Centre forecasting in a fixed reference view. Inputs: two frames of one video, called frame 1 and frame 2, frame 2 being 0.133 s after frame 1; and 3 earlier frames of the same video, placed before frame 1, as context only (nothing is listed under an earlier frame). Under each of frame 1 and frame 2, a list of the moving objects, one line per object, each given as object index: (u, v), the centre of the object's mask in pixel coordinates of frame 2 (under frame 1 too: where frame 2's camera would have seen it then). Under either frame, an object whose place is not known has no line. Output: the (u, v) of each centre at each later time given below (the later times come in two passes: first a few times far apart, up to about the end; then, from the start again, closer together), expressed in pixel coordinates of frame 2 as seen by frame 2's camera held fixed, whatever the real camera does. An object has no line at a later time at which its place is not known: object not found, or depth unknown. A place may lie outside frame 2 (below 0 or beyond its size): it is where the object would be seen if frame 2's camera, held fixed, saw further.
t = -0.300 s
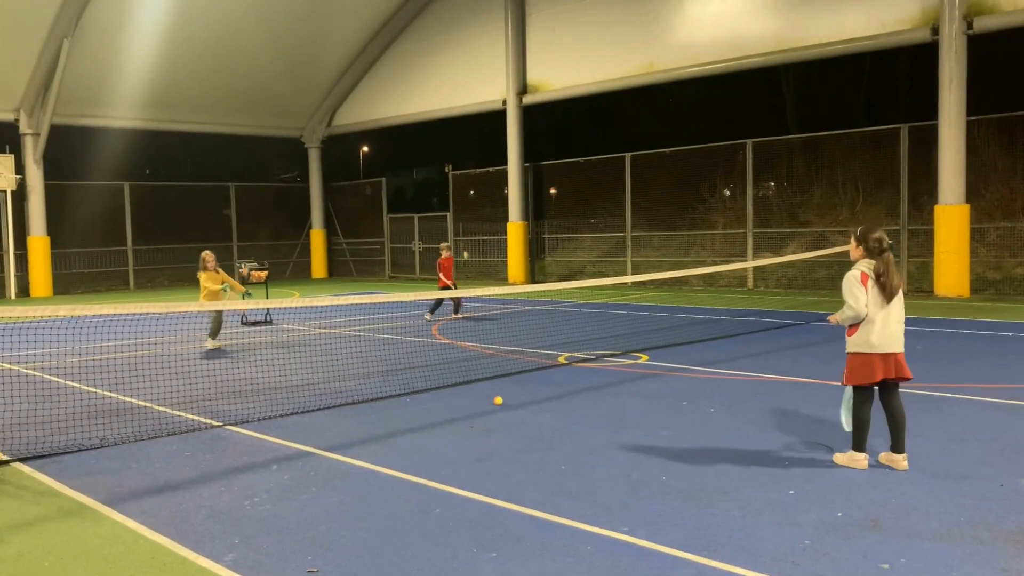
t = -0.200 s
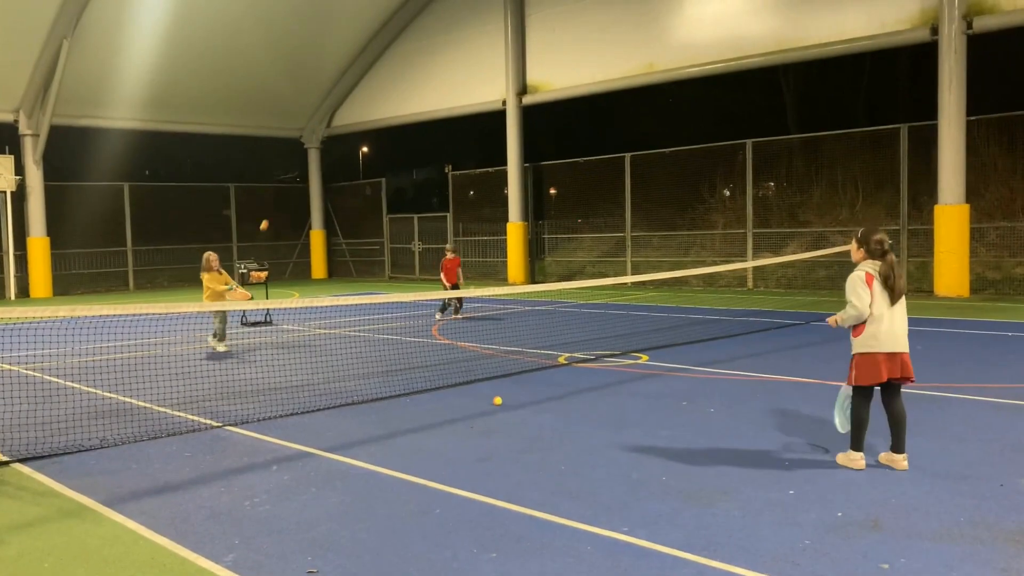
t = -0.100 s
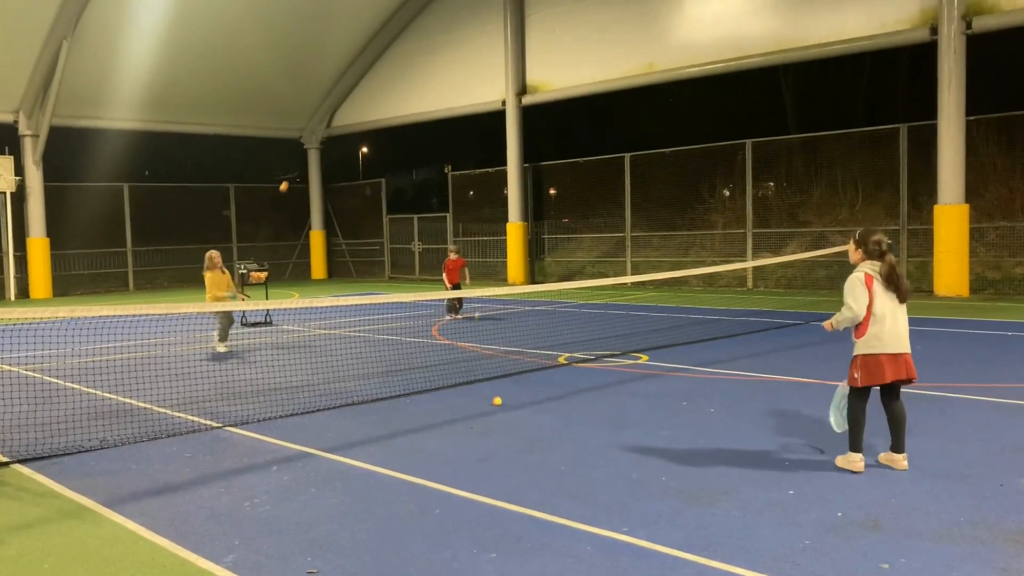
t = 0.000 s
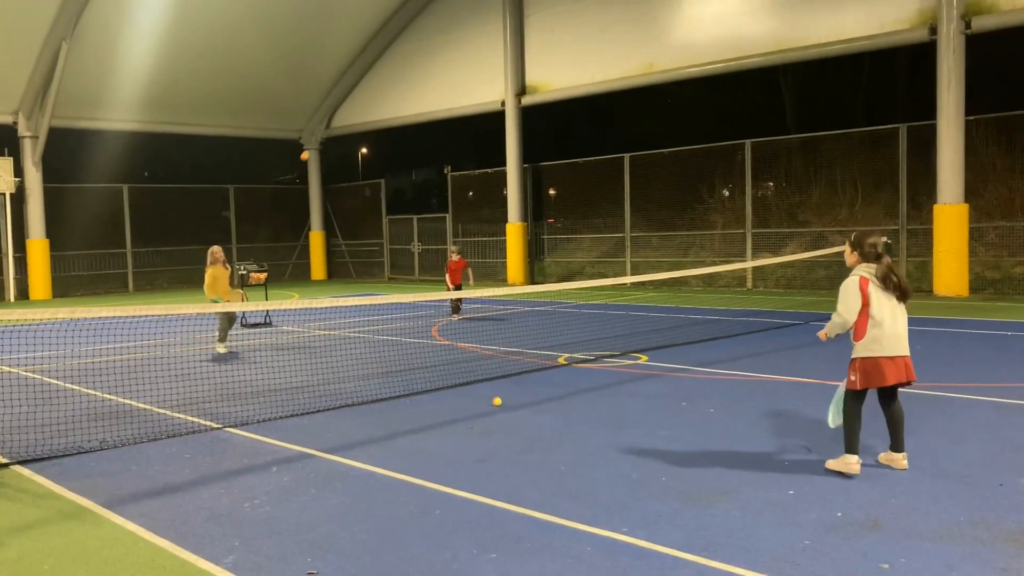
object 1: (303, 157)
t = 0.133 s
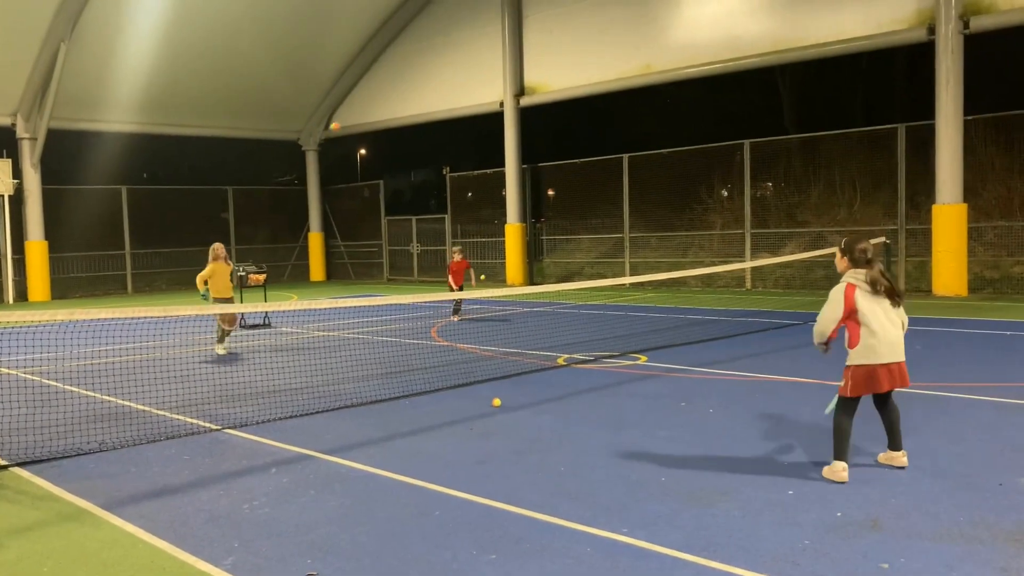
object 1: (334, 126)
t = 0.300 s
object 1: (378, 113)
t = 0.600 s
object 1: (473, 166)
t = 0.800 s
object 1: (548, 273)
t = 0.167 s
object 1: (342, 121)
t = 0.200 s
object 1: (351, 117)
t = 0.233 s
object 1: (360, 114)
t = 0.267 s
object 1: (368, 112)
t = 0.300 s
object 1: (378, 113)
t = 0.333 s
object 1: (388, 113)
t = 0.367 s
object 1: (397, 114)
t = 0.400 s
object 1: (408, 116)
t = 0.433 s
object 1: (419, 123)
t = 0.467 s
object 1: (429, 129)
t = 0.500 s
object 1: (439, 136)
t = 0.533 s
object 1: (450, 145)
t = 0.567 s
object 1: (461, 155)
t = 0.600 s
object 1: (473, 166)
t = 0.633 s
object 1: (485, 180)
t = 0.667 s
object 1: (497, 195)
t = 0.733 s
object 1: (523, 230)
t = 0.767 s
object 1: (535, 251)
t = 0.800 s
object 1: (548, 273)
